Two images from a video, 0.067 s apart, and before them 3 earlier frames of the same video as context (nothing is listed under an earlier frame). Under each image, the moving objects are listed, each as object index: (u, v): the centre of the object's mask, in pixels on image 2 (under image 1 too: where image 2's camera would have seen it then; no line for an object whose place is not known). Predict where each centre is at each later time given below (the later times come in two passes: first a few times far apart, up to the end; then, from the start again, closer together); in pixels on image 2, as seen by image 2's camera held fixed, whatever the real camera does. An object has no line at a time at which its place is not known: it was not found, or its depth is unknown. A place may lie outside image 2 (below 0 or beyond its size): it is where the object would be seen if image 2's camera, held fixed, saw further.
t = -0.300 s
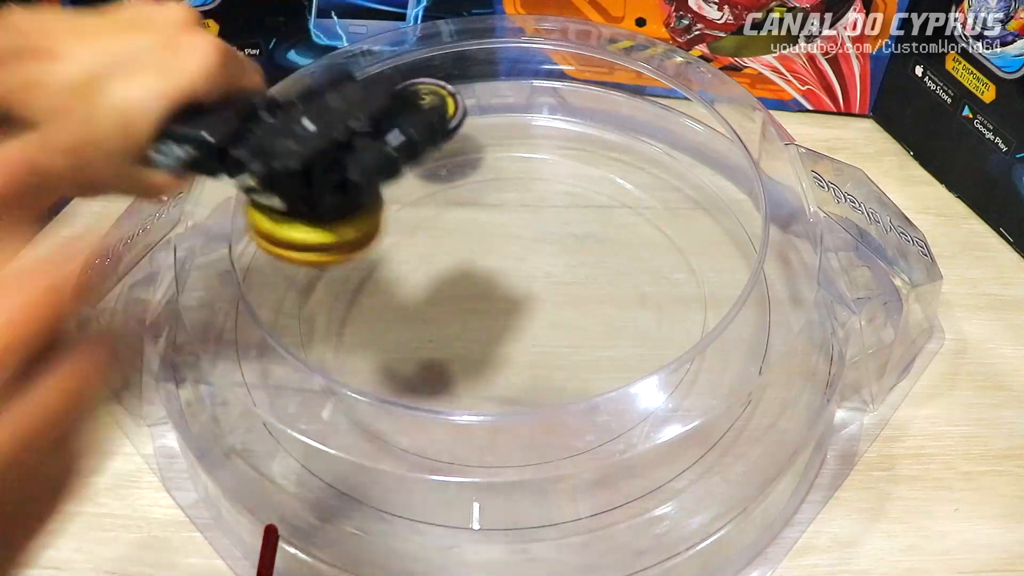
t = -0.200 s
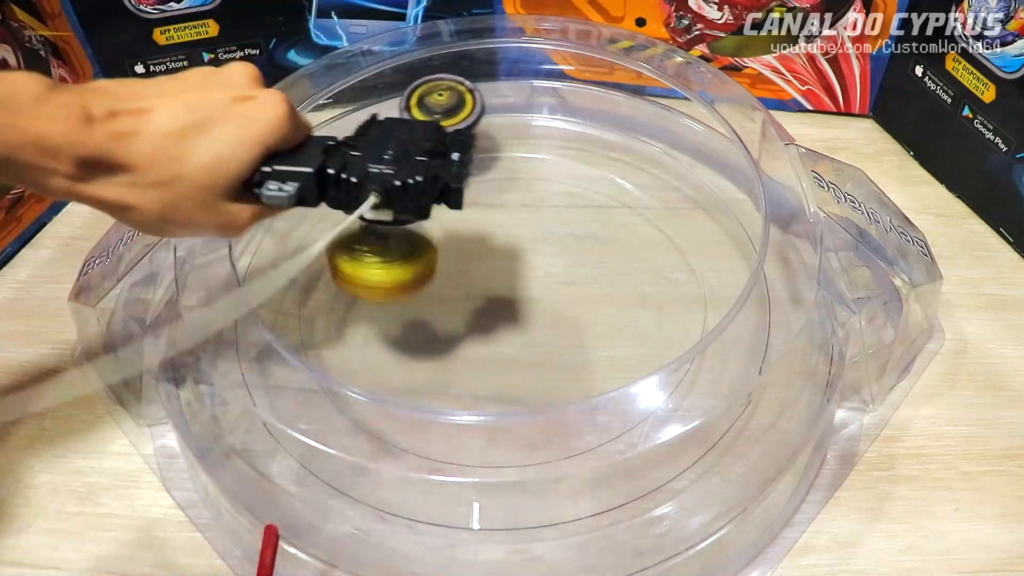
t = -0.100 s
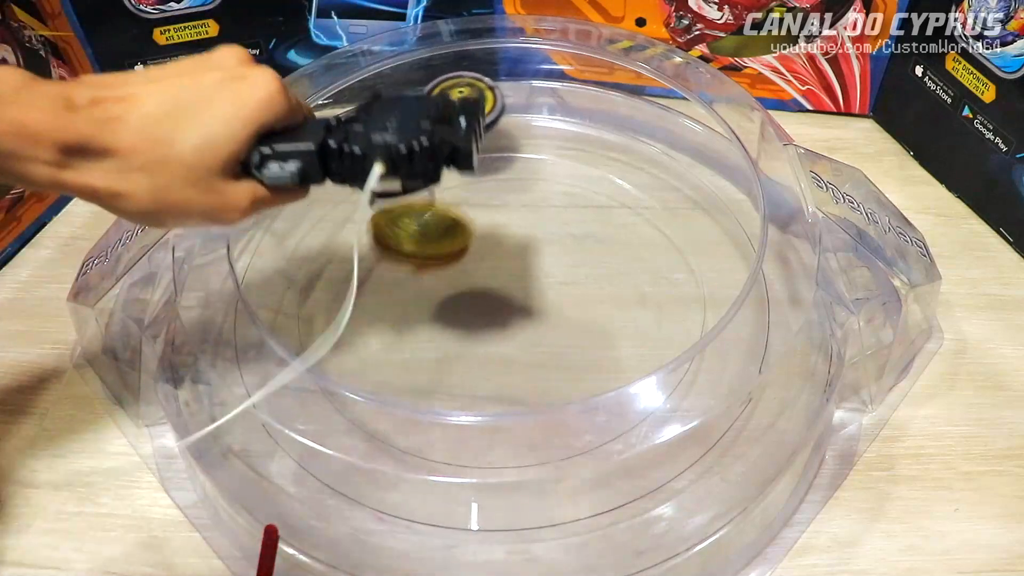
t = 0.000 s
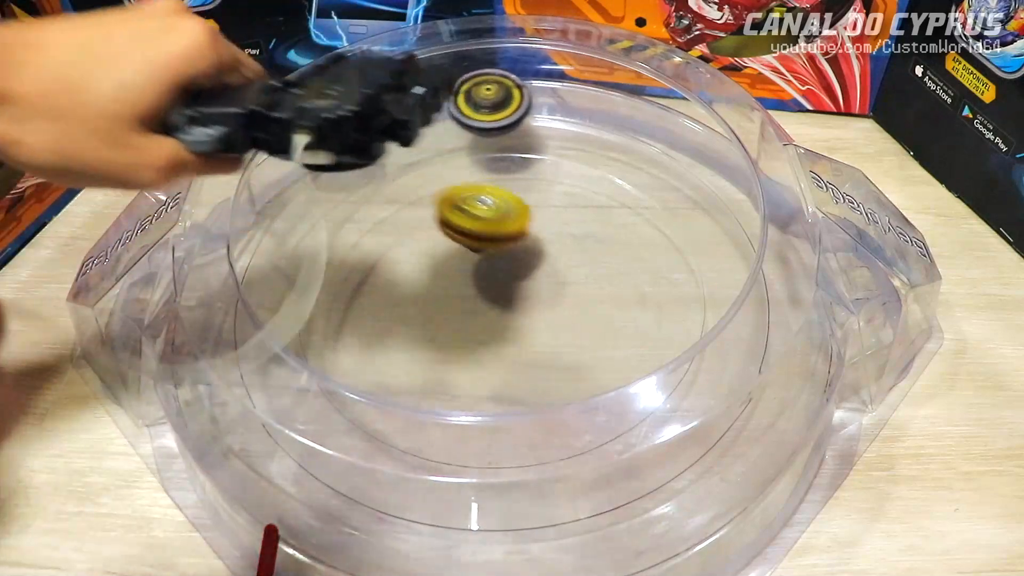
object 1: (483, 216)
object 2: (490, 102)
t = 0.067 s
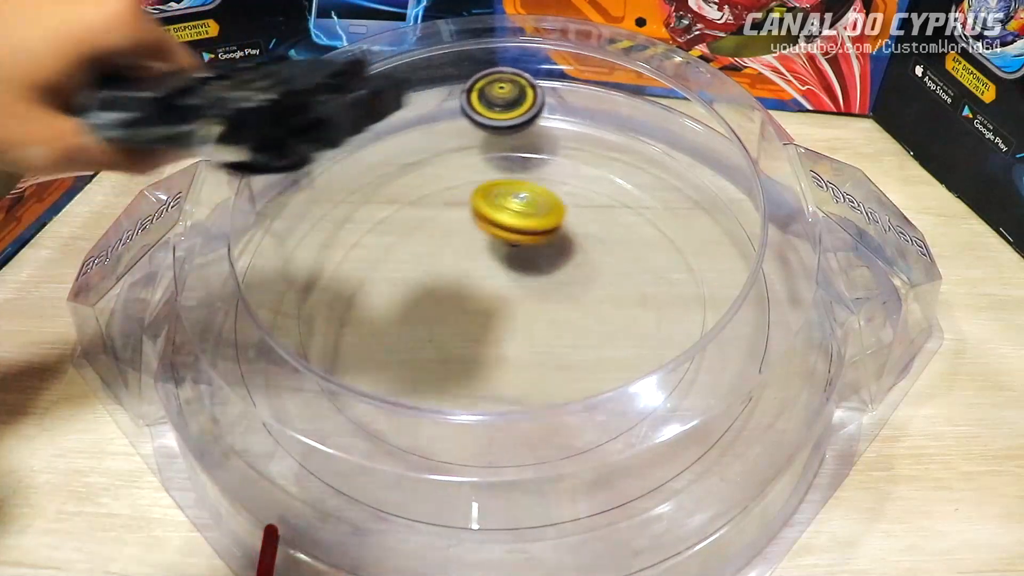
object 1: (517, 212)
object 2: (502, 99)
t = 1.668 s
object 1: (508, 164)
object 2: (743, 224)
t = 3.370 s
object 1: (561, 388)
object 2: (535, 486)
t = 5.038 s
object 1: (261, 375)
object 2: (248, 276)
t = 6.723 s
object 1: (409, 132)
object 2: (534, 103)
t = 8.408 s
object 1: (580, 337)
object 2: (746, 346)
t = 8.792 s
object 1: (440, 262)
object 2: (681, 425)
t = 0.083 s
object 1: (526, 211)
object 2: (504, 100)
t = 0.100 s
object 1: (534, 213)
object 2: (505, 101)
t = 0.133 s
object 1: (548, 218)
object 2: (510, 101)
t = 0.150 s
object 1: (553, 219)
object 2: (514, 101)
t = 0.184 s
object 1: (563, 227)
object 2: (521, 101)
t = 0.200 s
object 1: (565, 229)
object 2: (524, 101)
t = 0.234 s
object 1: (569, 238)
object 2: (529, 102)
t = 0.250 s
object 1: (569, 244)
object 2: (531, 101)
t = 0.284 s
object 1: (566, 255)
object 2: (535, 101)
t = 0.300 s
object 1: (563, 261)
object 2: (538, 102)
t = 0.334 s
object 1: (552, 271)
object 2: (543, 102)
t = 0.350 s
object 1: (543, 275)
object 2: (546, 103)
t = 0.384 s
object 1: (524, 280)
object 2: (554, 104)
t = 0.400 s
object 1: (514, 281)
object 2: (558, 105)
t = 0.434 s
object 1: (494, 282)
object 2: (567, 106)
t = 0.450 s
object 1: (483, 281)
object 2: (571, 107)
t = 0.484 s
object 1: (462, 278)
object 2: (580, 108)
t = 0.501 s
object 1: (451, 275)
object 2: (583, 109)
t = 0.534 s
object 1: (430, 270)
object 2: (588, 110)
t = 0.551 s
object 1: (420, 269)
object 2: (591, 110)
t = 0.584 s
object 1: (399, 266)
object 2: (595, 111)
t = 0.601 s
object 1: (390, 265)
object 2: (596, 112)
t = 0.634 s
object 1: (371, 265)
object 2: (600, 113)
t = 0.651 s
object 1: (362, 264)
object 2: (603, 113)
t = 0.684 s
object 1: (345, 265)
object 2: (608, 116)
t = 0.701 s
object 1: (338, 266)
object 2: (611, 117)
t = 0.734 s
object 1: (324, 269)
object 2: (618, 119)
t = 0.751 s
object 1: (317, 271)
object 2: (623, 121)
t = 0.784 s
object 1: (305, 275)
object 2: (631, 125)
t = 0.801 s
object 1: (301, 278)
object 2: (634, 126)
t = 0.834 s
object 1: (298, 286)
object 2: (642, 129)
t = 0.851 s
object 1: (297, 289)
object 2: (645, 131)
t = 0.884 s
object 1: (297, 292)
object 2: (652, 134)
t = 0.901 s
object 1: (297, 293)
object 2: (654, 135)
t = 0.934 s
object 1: (299, 293)
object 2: (657, 137)
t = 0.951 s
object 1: (301, 294)
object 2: (659, 137)
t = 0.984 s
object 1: (308, 298)
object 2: (662, 140)
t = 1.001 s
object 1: (313, 299)
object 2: (664, 141)
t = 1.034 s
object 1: (326, 305)
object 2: (669, 144)
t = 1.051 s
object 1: (334, 308)
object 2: (672, 146)
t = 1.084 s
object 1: (353, 312)
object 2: (677, 150)
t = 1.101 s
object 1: (366, 314)
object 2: (681, 152)
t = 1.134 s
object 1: (392, 314)
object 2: (686, 156)
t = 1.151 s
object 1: (407, 313)
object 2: (689, 158)
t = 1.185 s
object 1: (435, 308)
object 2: (693, 162)
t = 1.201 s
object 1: (449, 305)
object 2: (695, 163)
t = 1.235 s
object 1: (476, 295)
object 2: (699, 166)
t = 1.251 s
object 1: (487, 289)
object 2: (701, 167)
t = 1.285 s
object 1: (508, 275)
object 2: (703, 170)
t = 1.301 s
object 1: (518, 267)
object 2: (705, 172)
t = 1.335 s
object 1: (534, 252)
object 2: (709, 176)
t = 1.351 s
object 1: (541, 245)
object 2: (711, 179)
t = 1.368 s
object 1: (546, 237)
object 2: (713, 182)
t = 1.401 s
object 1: (554, 223)
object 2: (717, 188)
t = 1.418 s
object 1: (556, 217)
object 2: (718, 190)
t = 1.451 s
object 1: (558, 205)
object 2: (720, 193)
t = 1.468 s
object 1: (557, 200)
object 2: (721, 195)
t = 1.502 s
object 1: (553, 191)
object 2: (723, 198)
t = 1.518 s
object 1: (550, 187)
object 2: (729, 200)
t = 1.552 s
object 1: (543, 180)
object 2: (725, 204)
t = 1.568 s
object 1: (539, 177)
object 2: (726, 206)
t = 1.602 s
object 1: (529, 171)
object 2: (736, 212)
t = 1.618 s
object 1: (524, 169)
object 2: (738, 214)
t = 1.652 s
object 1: (513, 165)
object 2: (741, 221)
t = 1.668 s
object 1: (508, 164)
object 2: (743, 224)
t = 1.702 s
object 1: (497, 163)
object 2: (745, 230)
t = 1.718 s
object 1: (492, 162)
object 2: (746, 233)
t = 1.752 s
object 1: (481, 163)
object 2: (748, 237)
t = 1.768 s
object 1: (476, 164)
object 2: (749, 240)
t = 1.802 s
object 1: (466, 165)
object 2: (751, 245)
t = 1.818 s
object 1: (461, 167)
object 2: (752, 248)
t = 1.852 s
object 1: (451, 169)
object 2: (754, 254)
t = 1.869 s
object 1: (447, 170)
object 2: (755, 258)
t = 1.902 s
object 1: (438, 173)
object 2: (754, 263)
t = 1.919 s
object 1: (433, 175)
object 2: (760, 268)
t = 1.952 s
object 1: (427, 182)
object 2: (759, 274)
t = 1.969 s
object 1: (425, 187)
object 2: (759, 276)
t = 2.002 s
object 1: (424, 200)
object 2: (760, 283)
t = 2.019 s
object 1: (425, 207)
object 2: (760, 287)
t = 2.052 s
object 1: (431, 224)
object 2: (760, 293)
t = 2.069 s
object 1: (436, 235)
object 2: (760, 296)
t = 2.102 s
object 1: (450, 254)
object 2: (760, 302)
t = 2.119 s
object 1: (459, 264)
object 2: (760, 306)
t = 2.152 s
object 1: (478, 281)
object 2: (759, 312)
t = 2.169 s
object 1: (489, 288)
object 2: (758, 314)
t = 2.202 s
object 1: (514, 298)
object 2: (757, 319)
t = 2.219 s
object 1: (525, 302)
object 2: (756, 321)
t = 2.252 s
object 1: (549, 306)
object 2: (755, 326)
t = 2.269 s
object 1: (560, 306)
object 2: (754, 329)
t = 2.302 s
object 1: (580, 305)
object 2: (754, 336)
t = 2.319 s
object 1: (589, 303)
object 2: (751, 338)
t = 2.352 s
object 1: (604, 299)
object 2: (749, 344)
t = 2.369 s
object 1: (612, 295)
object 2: (747, 347)
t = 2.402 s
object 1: (623, 286)
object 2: (745, 353)
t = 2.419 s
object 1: (627, 282)
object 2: (743, 356)
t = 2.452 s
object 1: (635, 272)
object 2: (740, 362)
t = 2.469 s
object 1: (638, 266)
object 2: (739, 366)
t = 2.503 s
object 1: (642, 255)
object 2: (735, 371)
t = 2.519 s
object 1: (644, 250)
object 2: (734, 375)
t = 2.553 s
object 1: (647, 238)
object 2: (730, 381)
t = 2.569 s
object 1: (647, 232)
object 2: (728, 384)
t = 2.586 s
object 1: (647, 227)
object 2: (725, 387)
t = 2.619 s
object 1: (647, 215)
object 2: (721, 392)
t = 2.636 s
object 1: (646, 209)
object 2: (720, 395)
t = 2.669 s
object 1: (643, 199)
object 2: (713, 401)
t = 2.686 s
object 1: (642, 194)
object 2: (710, 404)
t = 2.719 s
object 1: (638, 185)
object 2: (704, 410)
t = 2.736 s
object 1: (635, 179)
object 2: (701, 412)
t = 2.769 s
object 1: (627, 170)
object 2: (694, 418)
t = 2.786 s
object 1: (622, 166)
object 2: (691, 420)
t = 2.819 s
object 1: (606, 162)
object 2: (684, 426)
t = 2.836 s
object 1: (597, 160)
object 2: (680, 428)
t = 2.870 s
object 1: (579, 163)
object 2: (673, 434)
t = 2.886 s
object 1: (569, 166)
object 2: (669, 436)
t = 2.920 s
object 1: (548, 175)
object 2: (661, 441)
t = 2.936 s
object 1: (537, 182)
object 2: (658, 444)
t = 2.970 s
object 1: (516, 197)
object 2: (650, 449)
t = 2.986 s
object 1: (506, 207)
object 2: (645, 451)
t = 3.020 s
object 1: (489, 227)
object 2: (637, 455)
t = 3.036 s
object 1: (481, 238)
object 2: (632, 457)
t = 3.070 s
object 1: (468, 262)
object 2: (623, 461)
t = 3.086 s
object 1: (463, 274)
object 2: (618, 463)
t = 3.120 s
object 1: (458, 297)
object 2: (608, 468)
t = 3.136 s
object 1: (457, 308)
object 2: (603, 469)
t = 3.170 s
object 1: (459, 329)
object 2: (593, 473)
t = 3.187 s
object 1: (462, 339)
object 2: (588, 474)
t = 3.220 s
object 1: (472, 356)
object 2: (577, 477)
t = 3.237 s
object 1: (479, 362)
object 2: (573, 478)
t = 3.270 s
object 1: (496, 370)
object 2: (563, 481)
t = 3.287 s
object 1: (506, 372)
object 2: (558, 481)
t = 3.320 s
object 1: (527, 375)
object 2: (548, 483)
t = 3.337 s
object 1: (537, 384)
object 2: (543, 485)
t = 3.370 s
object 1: (561, 388)
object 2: (535, 486)
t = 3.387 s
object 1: (573, 389)
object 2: (530, 487)
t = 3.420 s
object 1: (595, 388)
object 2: (519, 488)
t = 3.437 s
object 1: (603, 385)
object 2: (514, 489)
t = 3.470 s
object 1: (632, 381)
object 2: (505, 490)
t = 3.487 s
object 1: (642, 378)
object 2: (500, 490)
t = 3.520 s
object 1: (660, 367)
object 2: (490, 490)
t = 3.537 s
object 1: (668, 361)
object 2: (485, 490)
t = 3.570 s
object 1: (680, 353)
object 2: (475, 490)
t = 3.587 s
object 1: (686, 349)
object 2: (471, 489)
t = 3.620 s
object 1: (694, 344)
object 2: (461, 489)
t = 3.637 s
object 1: (697, 342)
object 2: (456, 488)
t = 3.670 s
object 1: (700, 340)
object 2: (445, 487)
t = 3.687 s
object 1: (701, 340)
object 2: (440, 486)
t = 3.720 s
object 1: (700, 342)
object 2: (429, 485)
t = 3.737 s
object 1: (699, 344)
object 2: (424, 484)
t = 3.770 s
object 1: (694, 351)
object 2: (412, 479)
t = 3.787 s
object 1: (692, 355)
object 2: (407, 478)
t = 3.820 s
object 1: (685, 364)
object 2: (397, 475)
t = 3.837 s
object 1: (679, 373)
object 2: (390, 473)
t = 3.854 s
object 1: (674, 380)
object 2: (385, 471)
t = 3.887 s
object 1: (664, 396)
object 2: (375, 469)
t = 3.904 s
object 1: (660, 405)
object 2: (369, 466)
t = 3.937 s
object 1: (650, 421)
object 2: (359, 462)
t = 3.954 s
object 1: (645, 429)
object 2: (355, 459)
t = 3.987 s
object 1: (634, 448)
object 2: (346, 456)
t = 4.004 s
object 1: (627, 455)
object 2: (342, 454)
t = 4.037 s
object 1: (616, 468)
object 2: (335, 451)
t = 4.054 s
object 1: (608, 471)
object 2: (332, 449)
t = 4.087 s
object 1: (594, 472)
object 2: (326, 445)
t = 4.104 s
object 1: (587, 471)
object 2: (323, 443)
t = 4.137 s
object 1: (574, 473)
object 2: (317, 440)
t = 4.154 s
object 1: (567, 475)
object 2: (315, 438)
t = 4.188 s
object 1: (552, 482)
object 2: (310, 434)
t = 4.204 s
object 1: (544, 486)
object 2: (307, 432)
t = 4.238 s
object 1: (531, 488)
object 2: (302, 427)
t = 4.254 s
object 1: (525, 486)
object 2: (299, 425)
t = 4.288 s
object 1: (513, 484)
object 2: (292, 419)
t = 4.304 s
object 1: (506, 483)
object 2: (289, 416)
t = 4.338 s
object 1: (490, 484)
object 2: (283, 410)
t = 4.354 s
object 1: (481, 486)
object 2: (279, 406)
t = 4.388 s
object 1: (462, 489)
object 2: (274, 401)
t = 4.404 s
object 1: (454, 489)
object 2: (271, 398)
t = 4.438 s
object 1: (442, 485)
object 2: (266, 392)
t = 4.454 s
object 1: (437, 483)
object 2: (263, 389)
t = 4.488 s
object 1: (422, 479)
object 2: (258, 383)
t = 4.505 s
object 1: (413, 477)
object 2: (255, 380)
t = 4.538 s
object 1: (395, 475)
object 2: (258, 369)
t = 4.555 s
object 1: (387, 474)
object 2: (248, 370)
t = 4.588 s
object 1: (375, 470)
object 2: (244, 363)
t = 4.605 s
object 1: (371, 466)
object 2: (250, 356)
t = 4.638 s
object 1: (361, 461)
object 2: (250, 350)
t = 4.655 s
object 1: (354, 458)
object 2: (248, 349)
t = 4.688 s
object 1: (339, 452)
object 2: (247, 344)
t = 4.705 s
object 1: (334, 450)
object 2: (247, 342)
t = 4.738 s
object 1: (327, 444)
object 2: (246, 337)
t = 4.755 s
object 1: (323, 441)
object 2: (246, 334)
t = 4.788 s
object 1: (312, 434)
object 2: (244, 328)
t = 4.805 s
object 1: (305, 430)
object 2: (245, 324)
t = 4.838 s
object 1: (294, 422)
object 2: (245, 318)
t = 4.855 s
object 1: (291, 418)
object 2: (245, 315)
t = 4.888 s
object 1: (287, 411)
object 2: (245, 308)
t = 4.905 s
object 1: (284, 406)
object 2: (245, 305)
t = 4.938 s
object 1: (275, 398)
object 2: (245, 297)
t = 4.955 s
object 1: (271, 394)
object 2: (246, 293)
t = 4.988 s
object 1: (267, 386)
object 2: (246, 286)
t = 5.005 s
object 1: (265, 383)
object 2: (247, 283)
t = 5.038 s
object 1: (261, 375)
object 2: (248, 276)
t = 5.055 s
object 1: (257, 370)
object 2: (248, 272)
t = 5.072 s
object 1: (253, 366)
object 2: (249, 268)
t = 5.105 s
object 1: (250, 357)
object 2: (250, 262)
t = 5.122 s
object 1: (250, 354)
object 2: (251, 259)
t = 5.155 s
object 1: (249, 347)
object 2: (253, 252)
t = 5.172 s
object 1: (247, 342)
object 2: (254, 249)
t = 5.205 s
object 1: (242, 332)
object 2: (256, 243)
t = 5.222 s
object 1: (240, 327)
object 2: (257, 240)
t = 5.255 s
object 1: (241, 319)
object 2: (259, 235)
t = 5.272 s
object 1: (242, 316)
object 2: (260, 233)
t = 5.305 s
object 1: (241, 308)
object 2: (263, 228)
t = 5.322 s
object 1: (241, 303)
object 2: (264, 225)
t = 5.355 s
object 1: (239, 293)
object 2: (267, 221)
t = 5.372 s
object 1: (239, 290)
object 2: (268, 219)
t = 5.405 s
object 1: (242, 285)
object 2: (272, 214)
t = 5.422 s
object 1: (243, 282)
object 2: (277, 211)
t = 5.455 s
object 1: (245, 274)
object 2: (280, 205)
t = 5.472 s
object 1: (245, 270)
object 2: (282, 202)
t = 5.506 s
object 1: (245, 261)
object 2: (286, 196)
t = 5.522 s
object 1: (245, 257)
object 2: (288, 193)
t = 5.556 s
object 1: (247, 251)
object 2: (292, 187)
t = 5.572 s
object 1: (249, 250)
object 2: (294, 185)
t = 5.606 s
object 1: (252, 245)
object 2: (298, 182)
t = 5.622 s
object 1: (253, 242)
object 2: (300, 180)
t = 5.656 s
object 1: (254, 238)
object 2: (306, 175)
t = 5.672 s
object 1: (254, 235)
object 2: (309, 172)
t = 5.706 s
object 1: (256, 231)
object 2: (315, 166)
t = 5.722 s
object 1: (257, 230)
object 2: (318, 164)
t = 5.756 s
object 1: (260, 227)
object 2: (323, 161)
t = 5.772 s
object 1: (261, 224)
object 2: (325, 159)
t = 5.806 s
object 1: (265, 218)
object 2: (332, 153)
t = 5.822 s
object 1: (267, 215)
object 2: (336, 151)
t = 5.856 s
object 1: (270, 209)
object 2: (342, 147)
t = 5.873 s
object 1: (272, 206)
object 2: (344, 146)
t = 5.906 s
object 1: (276, 201)
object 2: (349, 142)
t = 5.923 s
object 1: (278, 200)
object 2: (353, 140)
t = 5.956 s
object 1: (282, 195)
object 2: (361, 135)
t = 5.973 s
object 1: (283, 193)
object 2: (365, 134)
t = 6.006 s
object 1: (288, 188)
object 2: (370, 132)
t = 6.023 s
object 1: (290, 186)
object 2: (372, 130)
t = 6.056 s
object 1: (295, 180)
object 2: (379, 127)
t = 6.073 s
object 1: (297, 178)
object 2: (384, 125)
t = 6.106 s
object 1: (302, 173)
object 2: (394, 121)
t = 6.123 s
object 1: (304, 171)
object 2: (396, 120)
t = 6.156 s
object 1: (310, 167)
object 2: (402, 119)
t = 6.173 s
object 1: (313, 165)
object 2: (405, 118)
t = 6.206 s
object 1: (318, 161)
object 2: (414, 115)
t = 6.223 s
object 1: (321, 159)
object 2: (418, 114)
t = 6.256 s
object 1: (327, 155)
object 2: (423, 112)
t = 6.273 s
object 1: (330, 153)
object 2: (425, 112)
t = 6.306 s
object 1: (335, 149)
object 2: (433, 110)
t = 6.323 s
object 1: (338, 147)
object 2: (438, 109)
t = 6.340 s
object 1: (341, 145)
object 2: (442, 108)
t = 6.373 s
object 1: (347, 142)
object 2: (450, 106)
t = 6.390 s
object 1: (350, 141)
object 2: (453, 106)
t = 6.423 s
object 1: (356, 139)
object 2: (459, 105)
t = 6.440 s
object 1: (359, 138)
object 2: (464, 105)
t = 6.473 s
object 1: (365, 135)
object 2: (473, 104)
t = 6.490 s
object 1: (367, 135)
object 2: (478, 103)
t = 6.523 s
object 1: (374, 134)
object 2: (488, 102)
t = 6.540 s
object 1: (376, 133)
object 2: (493, 102)
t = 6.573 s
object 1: (383, 132)
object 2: (501, 101)
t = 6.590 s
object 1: (386, 132)
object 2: (503, 102)
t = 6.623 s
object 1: (392, 132)
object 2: (507, 102)
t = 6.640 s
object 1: (395, 132)
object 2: (510, 102)
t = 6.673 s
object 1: (401, 132)
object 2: (519, 102)
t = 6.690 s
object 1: (404, 132)
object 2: (524, 102)
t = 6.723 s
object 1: (409, 132)
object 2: (534, 103)
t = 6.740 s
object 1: (412, 133)
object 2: (539, 103)
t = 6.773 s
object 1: (418, 134)
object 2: (547, 104)
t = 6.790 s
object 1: (421, 135)
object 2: (552, 104)
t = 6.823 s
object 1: (428, 137)
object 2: (561, 106)
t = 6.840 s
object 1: (430, 140)
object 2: (564, 106)
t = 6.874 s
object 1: (435, 148)
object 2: (572, 108)
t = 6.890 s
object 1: (437, 155)
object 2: (575, 108)
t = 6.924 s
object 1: (439, 168)
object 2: (584, 110)
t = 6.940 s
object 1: (440, 176)
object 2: (588, 111)
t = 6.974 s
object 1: (441, 193)
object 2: (595, 113)
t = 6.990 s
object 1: (441, 203)
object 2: (598, 113)
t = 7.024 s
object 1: (441, 224)
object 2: (605, 115)
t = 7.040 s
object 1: (441, 234)
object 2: (608, 117)
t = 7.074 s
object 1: (442, 256)
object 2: (616, 119)
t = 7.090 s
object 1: (443, 266)
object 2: (620, 120)
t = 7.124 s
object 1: (450, 285)
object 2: (628, 124)
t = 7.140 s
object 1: (454, 293)
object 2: (632, 126)
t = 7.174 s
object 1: (467, 307)
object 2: (640, 129)
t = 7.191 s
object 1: (475, 313)
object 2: (643, 131)
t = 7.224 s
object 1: (492, 322)
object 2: (650, 134)
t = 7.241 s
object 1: (501, 325)
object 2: (653, 135)
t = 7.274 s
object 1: (519, 327)
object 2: (659, 138)
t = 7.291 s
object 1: (528, 328)
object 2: (663, 141)
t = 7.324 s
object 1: (545, 326)
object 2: (670, 145)
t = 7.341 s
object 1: (554, 324)
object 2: (674, 147)
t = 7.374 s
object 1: (570, 317)
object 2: (680, 152)
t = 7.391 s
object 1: (578, 314)
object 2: (683, 154)
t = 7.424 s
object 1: (591, 306)
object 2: (688, 158)
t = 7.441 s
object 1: (597, 302)
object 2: (691, 161)
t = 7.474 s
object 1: (608, 291)
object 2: (696, 164)
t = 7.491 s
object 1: (613, 286)
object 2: (698, 166)
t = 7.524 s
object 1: (620, 275)
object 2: (703, 171)
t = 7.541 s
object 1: (622, 269)
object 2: (705, 173)
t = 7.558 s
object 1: (623, 263)
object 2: (708, 175)
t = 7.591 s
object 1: (621, 251)
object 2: (712, 180)
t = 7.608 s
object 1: (618, 246)
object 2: (713, 183)
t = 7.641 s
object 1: (608, 237)
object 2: (717, 188)
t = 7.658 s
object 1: (601, 235)
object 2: (718, 191)
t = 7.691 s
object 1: (586, 230)
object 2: (720, 194)
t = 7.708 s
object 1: (577, 229)
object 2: (721, 196)
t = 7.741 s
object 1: (559, 230)
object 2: (723, 201)
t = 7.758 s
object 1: (550, 231)
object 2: (724, 204)
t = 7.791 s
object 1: (531, 236)
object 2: (735, 212)
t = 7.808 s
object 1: (522, 239)
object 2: (736, 216)
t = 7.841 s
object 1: (503, 247)
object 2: (740, 223)
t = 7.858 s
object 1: (494, 252)
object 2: (742, 227)
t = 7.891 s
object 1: (480, 263)
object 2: (746, 234)
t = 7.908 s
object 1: (473, 270)
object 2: (747, 237)
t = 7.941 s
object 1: (464, 282)
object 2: (749, 243)
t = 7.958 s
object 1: (460, 289)
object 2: (751, 246)
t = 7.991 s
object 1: (455, 303)
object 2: (753, 253)
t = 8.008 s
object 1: (454, 309)
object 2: (754, 256)
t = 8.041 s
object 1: (455, 322)
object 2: (754, 263)
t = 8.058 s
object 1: (456, 328)
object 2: (754, 267)
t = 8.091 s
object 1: (463, 339)
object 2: (757, 274)
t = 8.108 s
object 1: (466, 344)
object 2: (758, 278)
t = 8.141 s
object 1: (477, 354)
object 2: (758, 286)
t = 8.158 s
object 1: (483, 358)
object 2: (759, 291)
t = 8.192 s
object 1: (495, 364)
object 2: (758, 298)
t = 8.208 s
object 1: (501, 366)
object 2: (757, 301)
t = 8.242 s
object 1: (516, 368)
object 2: (757, 310)
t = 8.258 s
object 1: (524, 368)
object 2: (756, 314)
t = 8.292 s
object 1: (540, 366)
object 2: (755, 321)
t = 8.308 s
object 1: (547, 364)
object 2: (754, 325)
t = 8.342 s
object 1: (562, 358)
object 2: (752, 332)
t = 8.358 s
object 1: (568, 355)
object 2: (751, 335)
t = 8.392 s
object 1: (578, 344)
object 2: (748, 343)
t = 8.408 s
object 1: (580, 337)
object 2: (746, 346)
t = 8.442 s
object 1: (582, 323)
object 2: (743, 354)
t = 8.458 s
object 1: (581, 317)
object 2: (742, 357)
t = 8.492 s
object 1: (576, 304)
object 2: (738, 364)
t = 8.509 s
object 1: (572, 298)
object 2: (737, 367)
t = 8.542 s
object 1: (563, 286)
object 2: (732, 373)
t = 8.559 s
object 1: (556, 281)
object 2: (730, 377)
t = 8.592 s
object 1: (541, 272)
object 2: (725, 385)
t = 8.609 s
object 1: (533, 269)
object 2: (722, 388)
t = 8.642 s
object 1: (517, 262)
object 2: (717, 395)
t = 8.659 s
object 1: (508, 260)
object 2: (713, 399)
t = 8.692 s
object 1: (489, 257)
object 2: (704, 406)
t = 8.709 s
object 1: (481, 257)
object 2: (700, 410)
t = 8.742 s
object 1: (464, 257)
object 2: (693, 416)
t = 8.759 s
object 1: (456, 258)
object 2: (690, 419)
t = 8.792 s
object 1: (440, 262)
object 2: (681, 425)
